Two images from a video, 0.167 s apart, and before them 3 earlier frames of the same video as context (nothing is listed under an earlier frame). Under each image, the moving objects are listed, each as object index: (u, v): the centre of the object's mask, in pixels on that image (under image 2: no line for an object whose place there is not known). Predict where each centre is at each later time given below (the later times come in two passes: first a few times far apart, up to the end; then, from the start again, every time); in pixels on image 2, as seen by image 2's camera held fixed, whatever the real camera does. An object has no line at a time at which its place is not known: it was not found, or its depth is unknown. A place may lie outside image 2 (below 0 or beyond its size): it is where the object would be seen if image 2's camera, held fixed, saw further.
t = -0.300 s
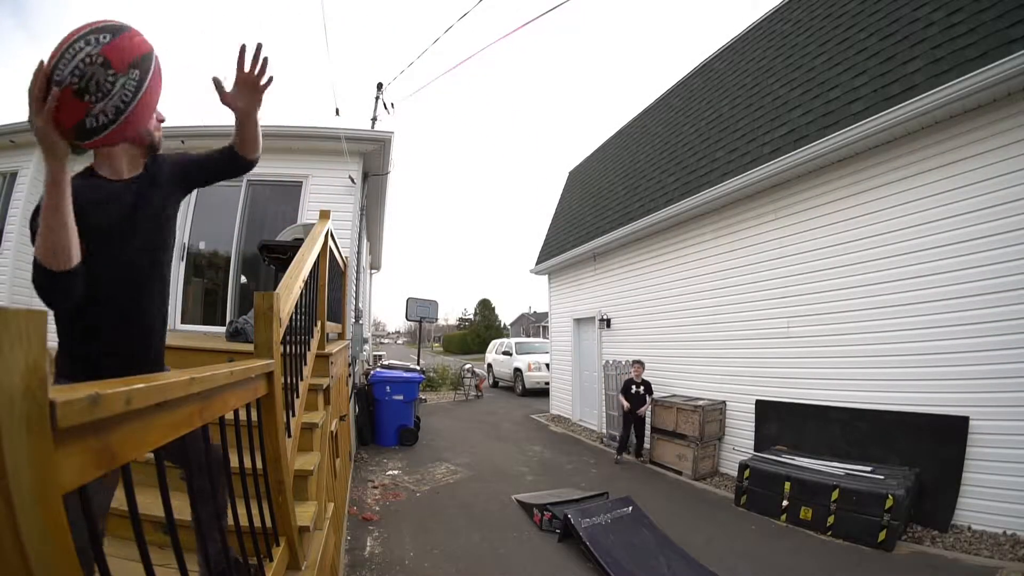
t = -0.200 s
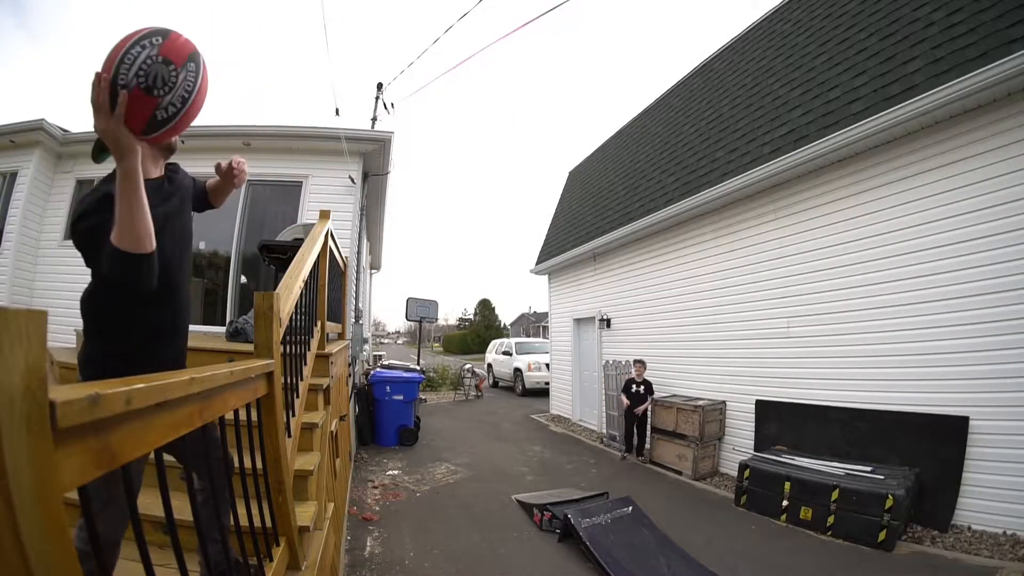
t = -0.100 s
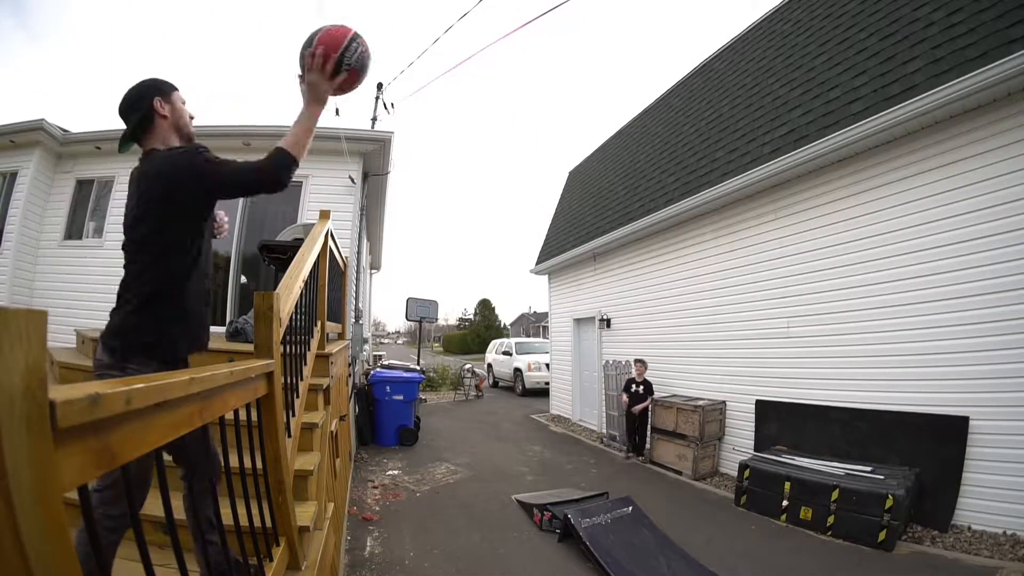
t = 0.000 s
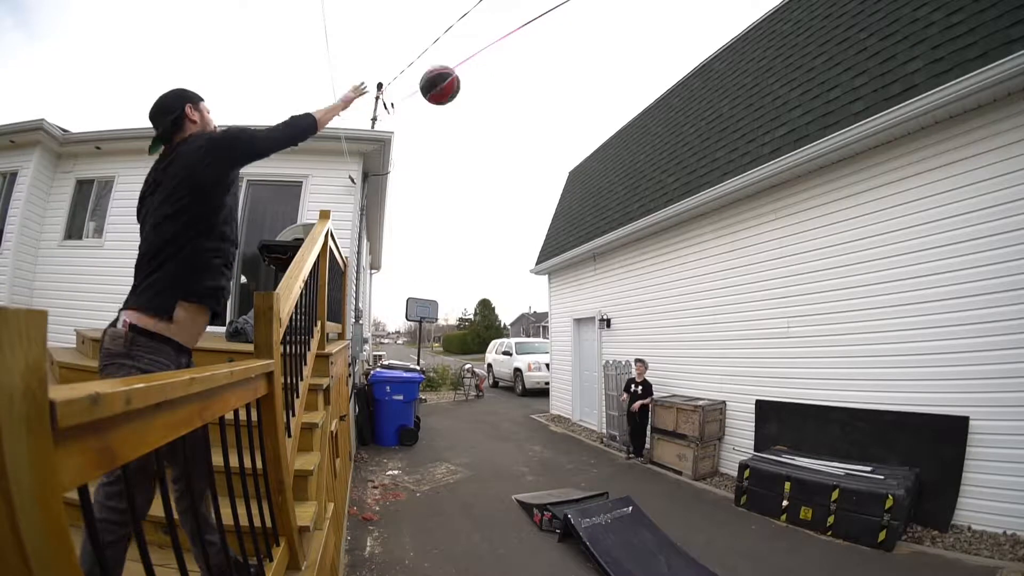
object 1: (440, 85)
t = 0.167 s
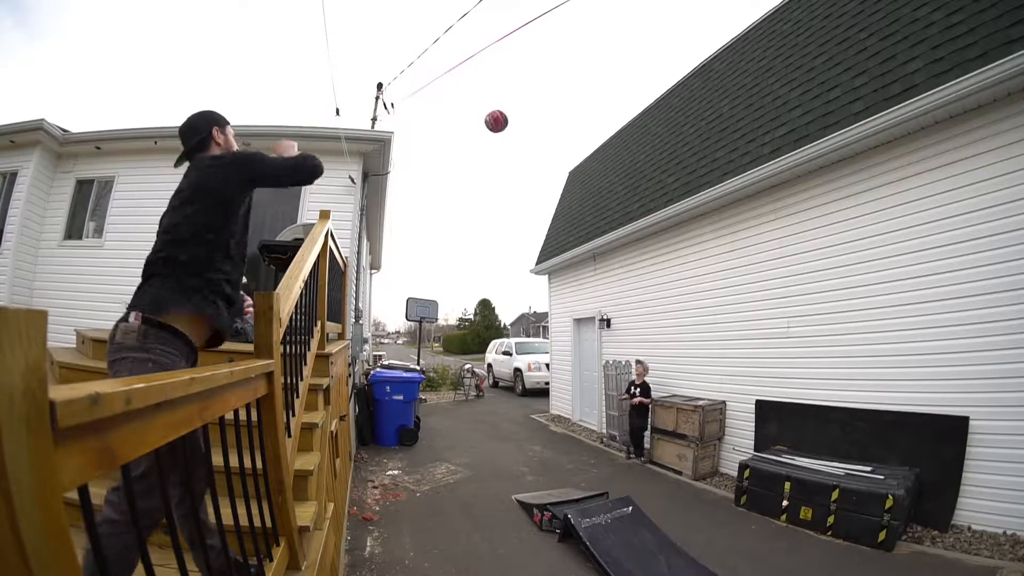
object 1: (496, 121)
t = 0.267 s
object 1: (513, 140)
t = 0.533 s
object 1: (537, 192)
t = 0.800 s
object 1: (541, 239)
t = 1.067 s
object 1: (487, 252)
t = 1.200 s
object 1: (463, 269)
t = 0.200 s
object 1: (502, 128)
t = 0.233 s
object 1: (508, 134)
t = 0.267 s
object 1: (513, 140)
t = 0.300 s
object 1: (517, 147)
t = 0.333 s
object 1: (521, 153)
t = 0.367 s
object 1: (524, 159)
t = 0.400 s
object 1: (527, 165)
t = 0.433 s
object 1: (530, 172)
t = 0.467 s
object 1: (532, 179)
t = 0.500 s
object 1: (535, 185)
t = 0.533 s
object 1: (537, 192)
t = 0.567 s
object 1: (538, 199)
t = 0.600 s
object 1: (540, 205)
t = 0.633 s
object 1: (542, 212)
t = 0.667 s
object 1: (544, 218)
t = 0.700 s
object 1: (545, 226)
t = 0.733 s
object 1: (546, 232)
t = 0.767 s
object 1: (548, 238)
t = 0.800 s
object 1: (541, 239)
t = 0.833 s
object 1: (534, 239)
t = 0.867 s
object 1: (526, 239)
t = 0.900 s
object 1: (519, 240)
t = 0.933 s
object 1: (512, 242)
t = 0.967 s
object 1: (506, 244)
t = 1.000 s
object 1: (499, 246)
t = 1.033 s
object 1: (493, 249)
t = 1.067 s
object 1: (487, 252)
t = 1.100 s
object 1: (480, 256)
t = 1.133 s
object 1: (474, 260)
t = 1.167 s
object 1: (469, 264)
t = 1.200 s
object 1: (463, 269)
